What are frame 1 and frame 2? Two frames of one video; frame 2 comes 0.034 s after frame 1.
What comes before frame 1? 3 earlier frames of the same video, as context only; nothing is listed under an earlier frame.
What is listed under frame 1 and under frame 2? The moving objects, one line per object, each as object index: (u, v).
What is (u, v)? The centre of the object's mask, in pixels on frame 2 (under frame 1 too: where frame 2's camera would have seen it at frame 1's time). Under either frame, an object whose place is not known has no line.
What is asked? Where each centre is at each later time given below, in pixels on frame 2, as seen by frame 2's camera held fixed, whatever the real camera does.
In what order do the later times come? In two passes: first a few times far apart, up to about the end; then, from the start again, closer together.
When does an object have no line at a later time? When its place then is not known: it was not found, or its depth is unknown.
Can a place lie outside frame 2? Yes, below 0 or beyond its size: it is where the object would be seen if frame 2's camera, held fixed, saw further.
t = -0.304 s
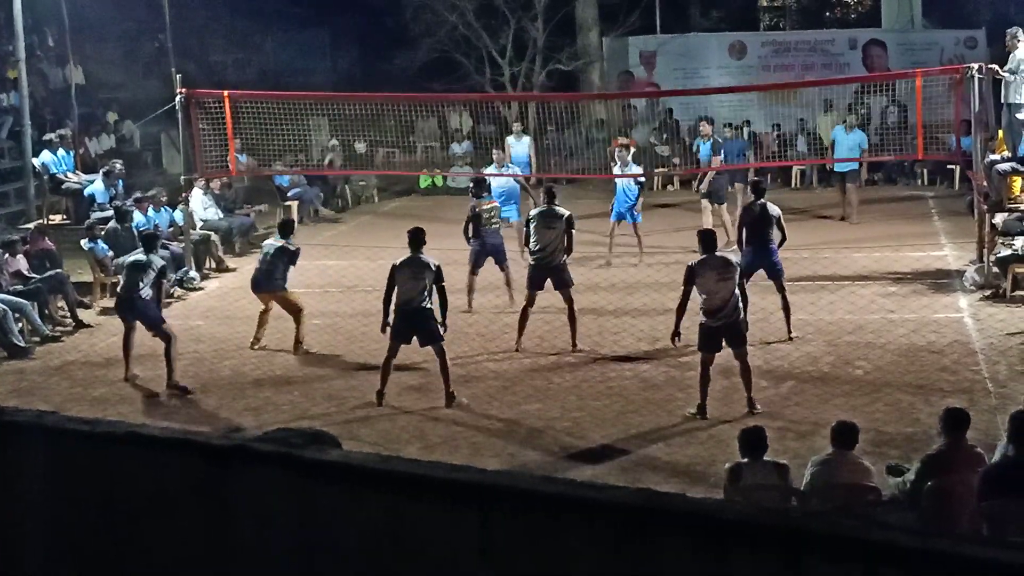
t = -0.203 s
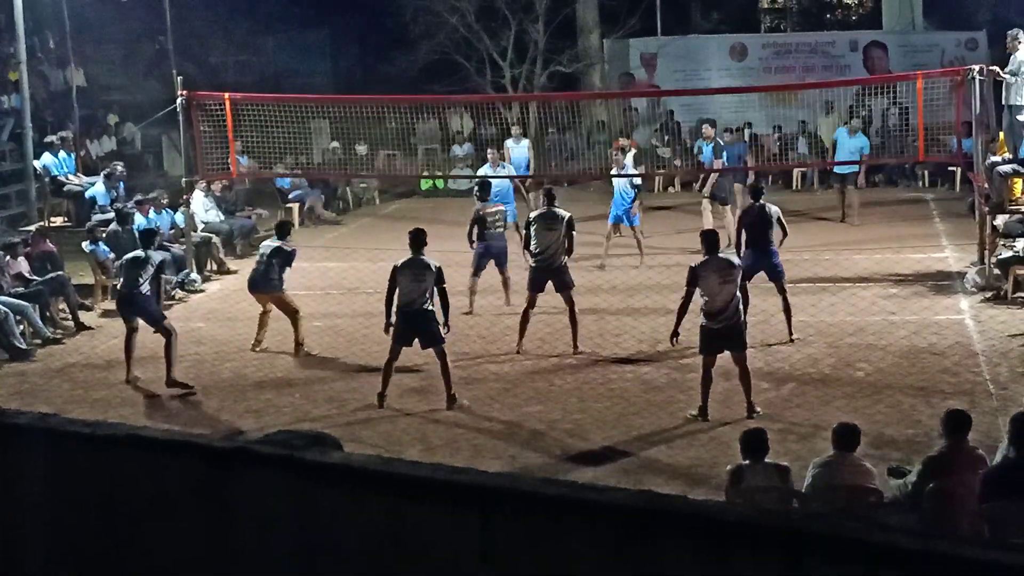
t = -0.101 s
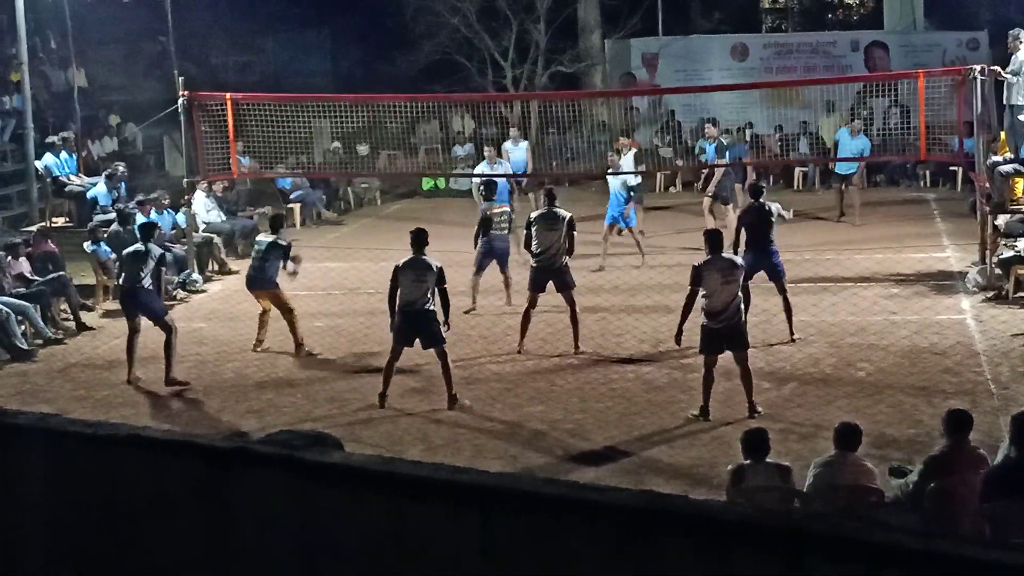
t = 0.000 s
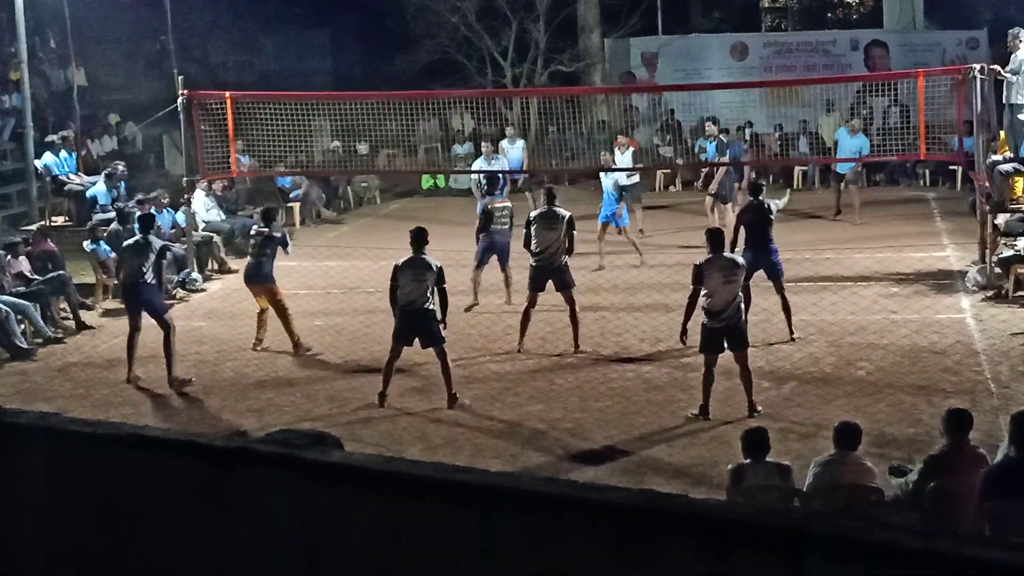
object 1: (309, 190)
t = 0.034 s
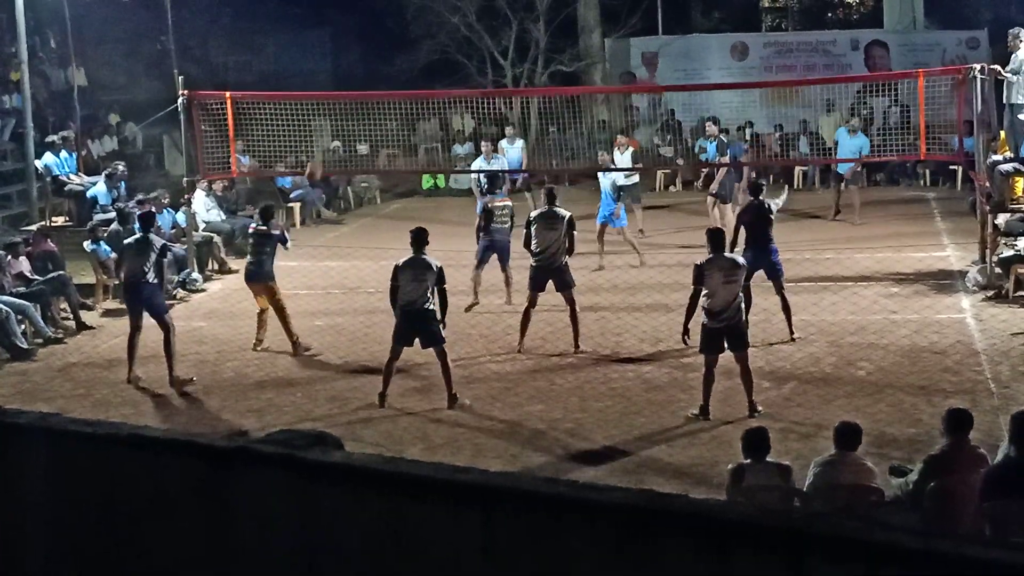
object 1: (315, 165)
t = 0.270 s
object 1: (348, 58)
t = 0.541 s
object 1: (384, 4)
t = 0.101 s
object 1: (322, 131)
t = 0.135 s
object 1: (329, 114)
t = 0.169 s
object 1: (333, 98)
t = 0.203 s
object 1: (338, 84)
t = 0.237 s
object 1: (343, 71)
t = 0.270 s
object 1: (348, 58)
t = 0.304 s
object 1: (353, 47)
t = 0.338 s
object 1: (355, 37)
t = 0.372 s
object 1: (360, 29)
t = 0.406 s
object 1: (366, 22)
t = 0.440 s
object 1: (370, 16)
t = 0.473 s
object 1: (375, 10)
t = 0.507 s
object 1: (380, 6)
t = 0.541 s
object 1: (384, 4)
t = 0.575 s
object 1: (388, 3)
